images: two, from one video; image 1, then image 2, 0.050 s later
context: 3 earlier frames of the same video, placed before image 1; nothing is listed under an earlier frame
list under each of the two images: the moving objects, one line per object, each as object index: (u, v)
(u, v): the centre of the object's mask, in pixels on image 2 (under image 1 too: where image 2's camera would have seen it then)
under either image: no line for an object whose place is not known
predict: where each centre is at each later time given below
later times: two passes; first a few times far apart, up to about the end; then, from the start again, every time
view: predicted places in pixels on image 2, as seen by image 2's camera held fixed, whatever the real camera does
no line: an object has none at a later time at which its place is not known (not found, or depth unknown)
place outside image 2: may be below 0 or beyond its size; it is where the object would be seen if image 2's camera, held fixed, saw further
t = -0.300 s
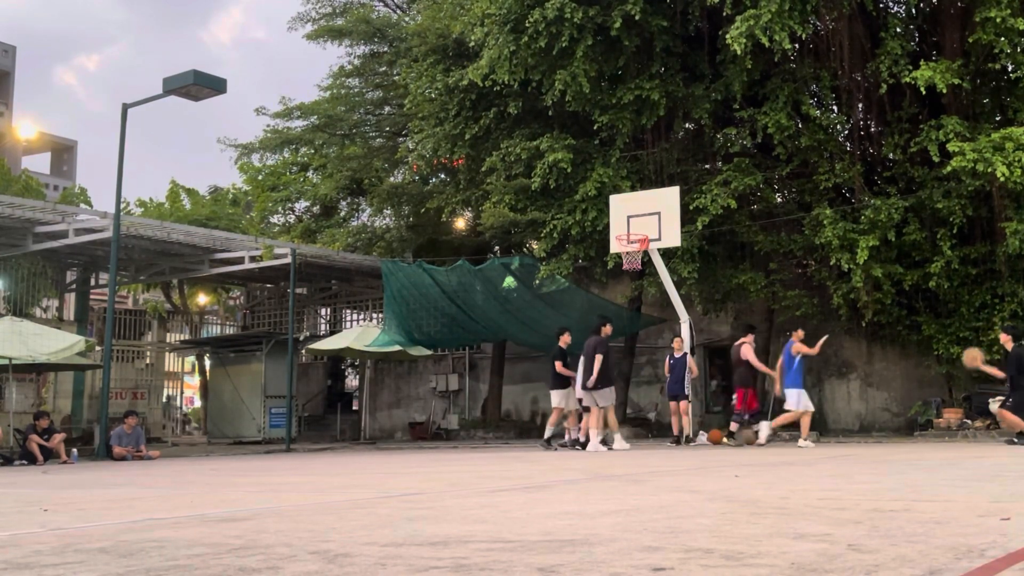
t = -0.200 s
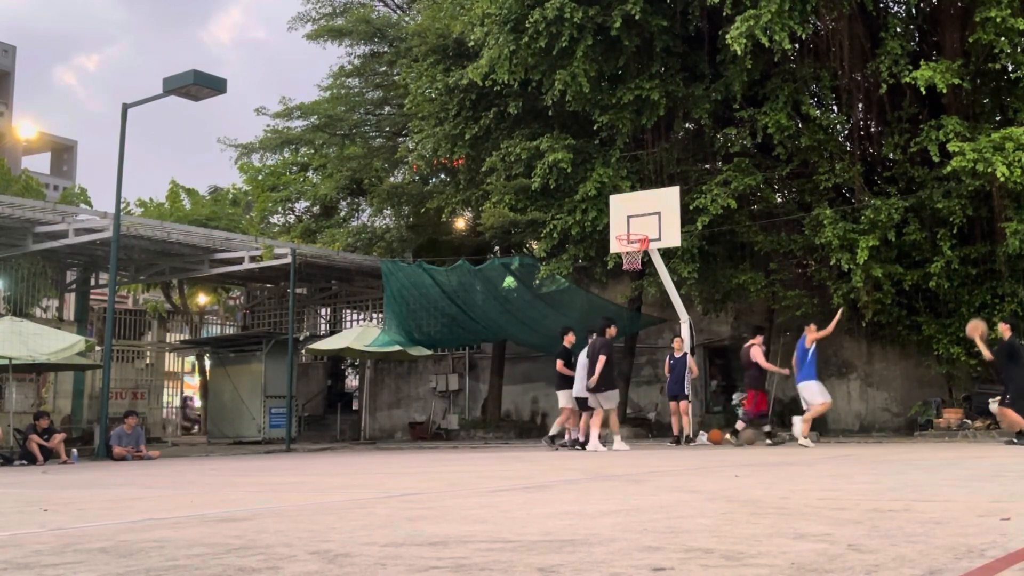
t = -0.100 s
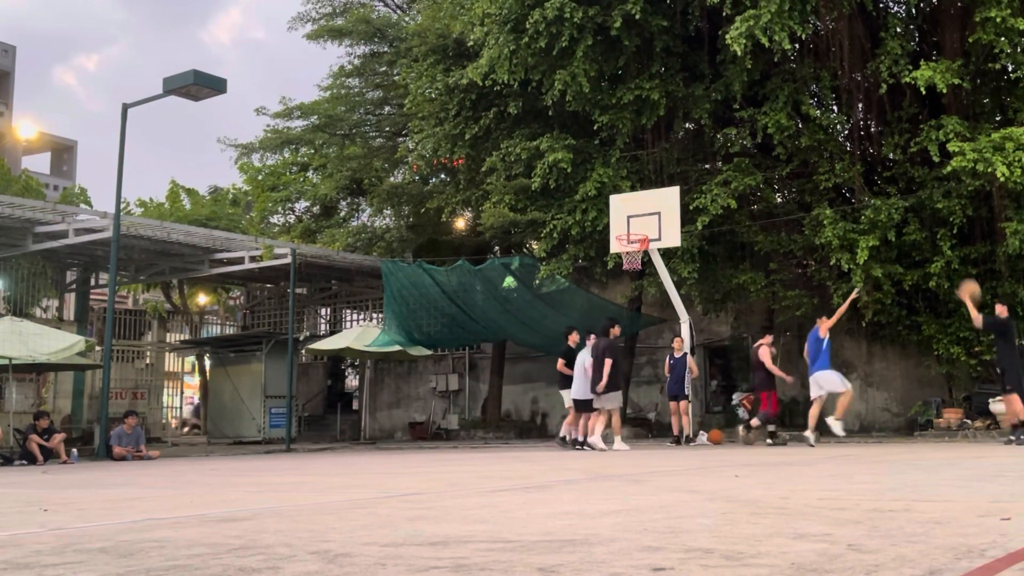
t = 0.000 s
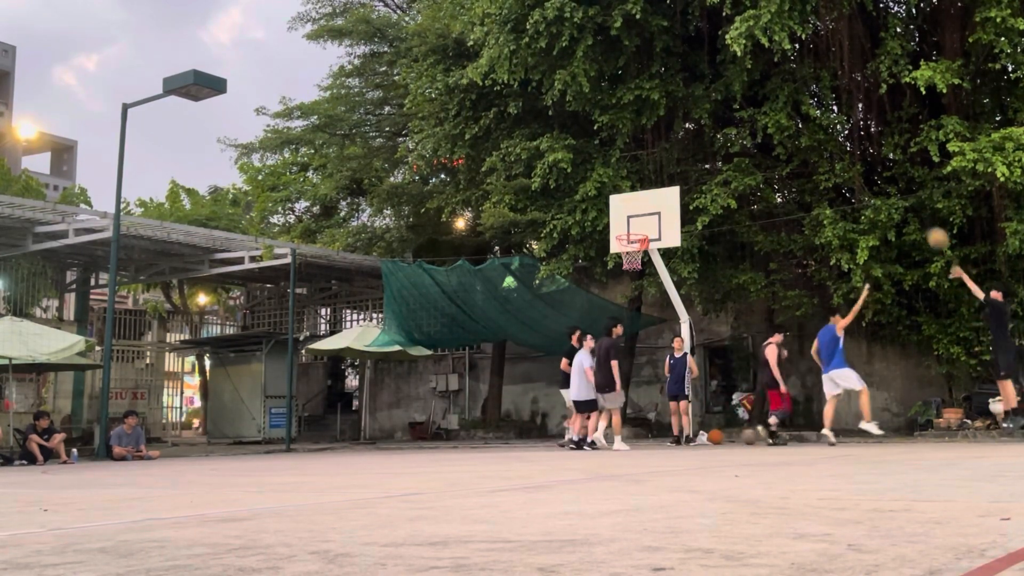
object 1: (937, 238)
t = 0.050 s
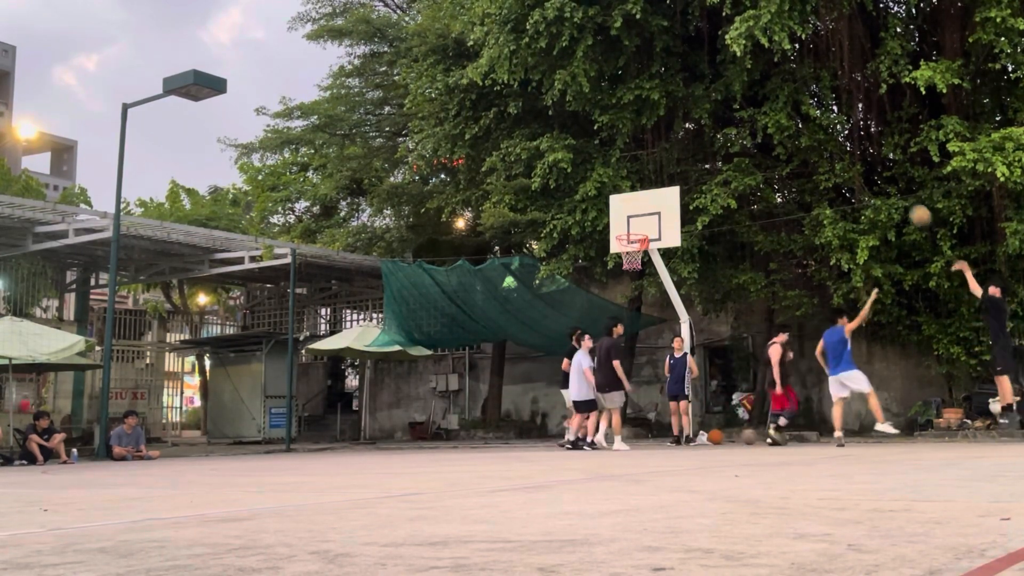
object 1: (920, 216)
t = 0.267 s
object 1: (854, 144)
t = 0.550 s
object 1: (779, 109)
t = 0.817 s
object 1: (717, 127)
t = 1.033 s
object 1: (672, 175)
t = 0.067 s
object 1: (915, 209)
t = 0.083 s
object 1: (909, 202)
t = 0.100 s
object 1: (904, 195)
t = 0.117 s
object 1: (899, 189)
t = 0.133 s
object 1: (893, 183)
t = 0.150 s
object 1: (888, 178)
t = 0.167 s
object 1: (883, 172)
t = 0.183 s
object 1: (878, 167)
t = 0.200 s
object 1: (873, 162)
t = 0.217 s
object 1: (868, 157)
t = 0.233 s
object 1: (863, 153)
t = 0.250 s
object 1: (859, 148)
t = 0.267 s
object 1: (854, 144)
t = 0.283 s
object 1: (849, 141)
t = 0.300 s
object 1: (844, 137)
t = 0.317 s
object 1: (839, 134)
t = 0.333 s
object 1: (835, 130)
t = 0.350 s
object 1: (830, 128)
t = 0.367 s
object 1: (826, 125)
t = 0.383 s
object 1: (821, 123)
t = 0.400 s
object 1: (817, 120)
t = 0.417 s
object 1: (813, 118)
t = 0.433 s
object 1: (809, 117)
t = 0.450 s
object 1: (805, 115)
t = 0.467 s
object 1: (800, 113)
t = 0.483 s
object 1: (796, 112)
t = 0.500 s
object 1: (791, 111)
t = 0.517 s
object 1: (787, 110)
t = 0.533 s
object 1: (783, 109)
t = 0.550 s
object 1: (779, 109)
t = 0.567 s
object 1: (776, 110)
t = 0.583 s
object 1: (771, 108)
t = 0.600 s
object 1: (767, 109)
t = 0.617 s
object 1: (763, 110)
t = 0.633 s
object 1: (759, 110)
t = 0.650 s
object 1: (755, 111)
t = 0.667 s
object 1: (751, 112)
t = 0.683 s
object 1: (748, 112)
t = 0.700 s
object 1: (744, 114)
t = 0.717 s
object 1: (740, 115)
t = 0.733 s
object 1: (736, 117)
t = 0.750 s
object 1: (732, 119)
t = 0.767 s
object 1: (728, 120)
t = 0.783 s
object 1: (725, 123)
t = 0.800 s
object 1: (721, 124)
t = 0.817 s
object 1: (717, 127)
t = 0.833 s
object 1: (714, 130)
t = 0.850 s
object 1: (710, 133)
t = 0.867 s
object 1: (707, 136)
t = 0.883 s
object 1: (703, 139)
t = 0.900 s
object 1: (700, 142)
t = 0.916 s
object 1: (696, 146)
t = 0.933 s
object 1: (692, 149)
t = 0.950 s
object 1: (689, 153)
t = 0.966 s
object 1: (686, 157)
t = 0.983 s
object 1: (682, 161)
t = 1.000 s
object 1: (679, 165)
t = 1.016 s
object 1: (675, 170)
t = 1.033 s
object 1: (672, 175)
